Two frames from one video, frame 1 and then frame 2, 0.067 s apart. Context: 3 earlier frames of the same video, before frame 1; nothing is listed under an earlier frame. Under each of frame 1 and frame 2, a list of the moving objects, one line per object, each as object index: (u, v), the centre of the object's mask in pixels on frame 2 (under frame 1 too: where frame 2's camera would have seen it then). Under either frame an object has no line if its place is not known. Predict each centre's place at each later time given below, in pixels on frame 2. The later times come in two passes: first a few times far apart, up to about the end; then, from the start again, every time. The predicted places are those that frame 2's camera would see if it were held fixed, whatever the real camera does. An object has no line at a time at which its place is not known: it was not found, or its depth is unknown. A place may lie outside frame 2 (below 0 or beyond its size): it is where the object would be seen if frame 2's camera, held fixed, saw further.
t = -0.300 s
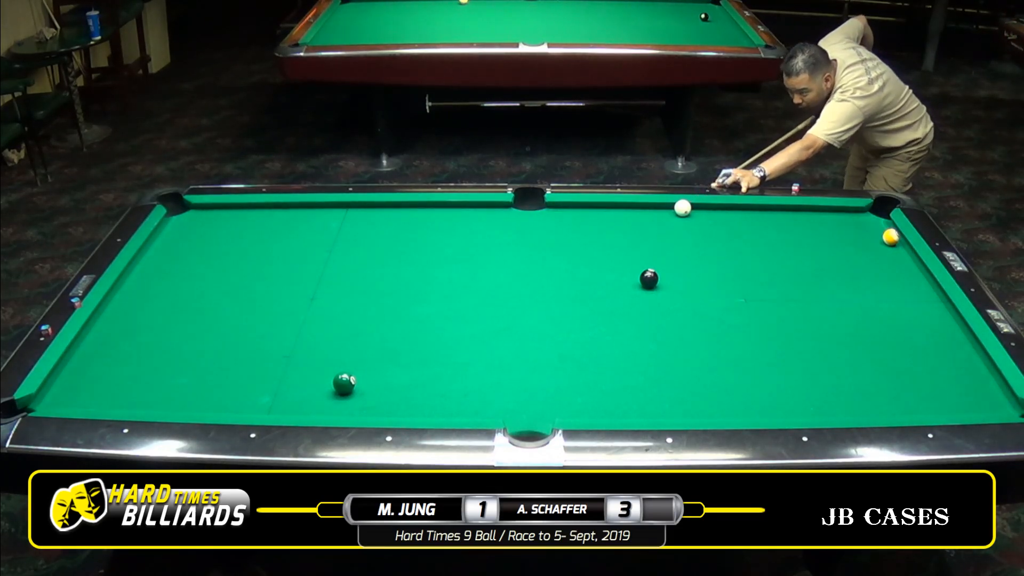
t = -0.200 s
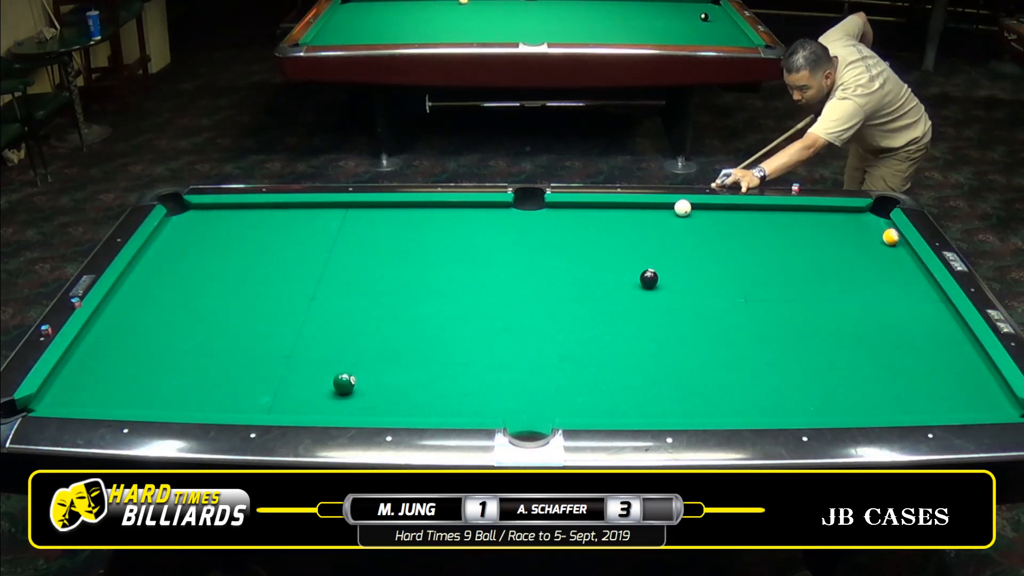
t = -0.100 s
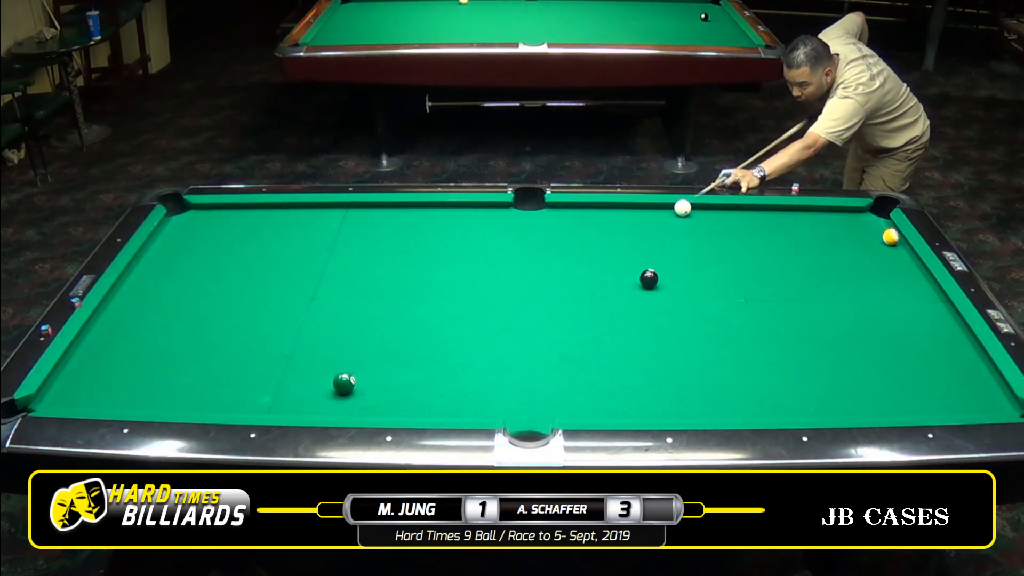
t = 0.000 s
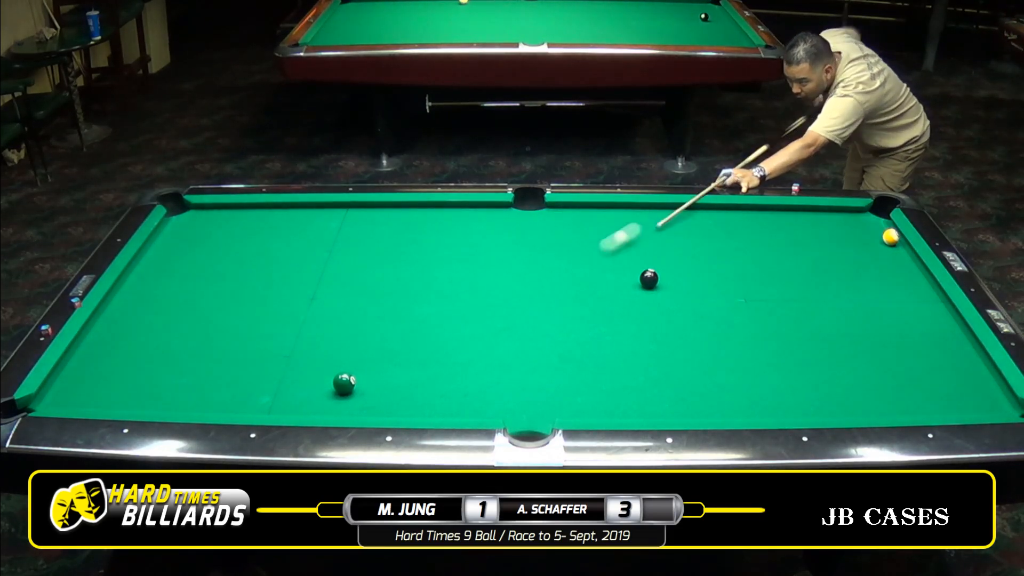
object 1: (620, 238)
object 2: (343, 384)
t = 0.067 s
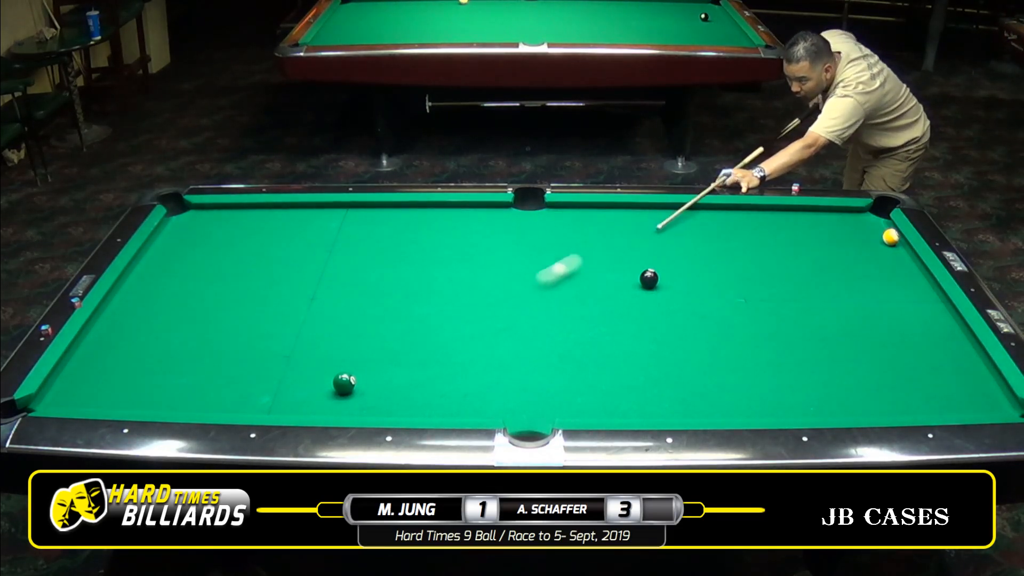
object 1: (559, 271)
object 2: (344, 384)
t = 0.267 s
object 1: (361, 375)
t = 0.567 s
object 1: (303, 408)
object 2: (186, 310)
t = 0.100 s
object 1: (526, 288)
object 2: (344, 384)
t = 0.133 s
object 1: (490, 307)
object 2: (344, 384)
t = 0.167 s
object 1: (451, 327)
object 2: (344, 384)
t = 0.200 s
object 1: (410, 349)
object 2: (344, 384)
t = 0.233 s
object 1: (373, 368)
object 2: (343, 384)
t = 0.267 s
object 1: (361, 375)
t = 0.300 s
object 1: (360, 377)
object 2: (270, 404)
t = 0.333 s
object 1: (357, 379)
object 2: (255, 389)
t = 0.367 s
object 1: (353, 382)
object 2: (243, 374)
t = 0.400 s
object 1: (348, 386)
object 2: (230, 361)
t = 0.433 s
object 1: (341, 389)
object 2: (220, 349)
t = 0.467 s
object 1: (333, 395)
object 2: (209, 338)
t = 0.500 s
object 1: (324, 400)
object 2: (201, 327)
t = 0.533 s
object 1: (313, 405)
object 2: (193, 319)
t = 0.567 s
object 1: (303, 408)
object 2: (186, 310)
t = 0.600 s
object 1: (299, 404)
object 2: (180, 303)
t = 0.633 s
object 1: (295, 402)
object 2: (174, 295)
